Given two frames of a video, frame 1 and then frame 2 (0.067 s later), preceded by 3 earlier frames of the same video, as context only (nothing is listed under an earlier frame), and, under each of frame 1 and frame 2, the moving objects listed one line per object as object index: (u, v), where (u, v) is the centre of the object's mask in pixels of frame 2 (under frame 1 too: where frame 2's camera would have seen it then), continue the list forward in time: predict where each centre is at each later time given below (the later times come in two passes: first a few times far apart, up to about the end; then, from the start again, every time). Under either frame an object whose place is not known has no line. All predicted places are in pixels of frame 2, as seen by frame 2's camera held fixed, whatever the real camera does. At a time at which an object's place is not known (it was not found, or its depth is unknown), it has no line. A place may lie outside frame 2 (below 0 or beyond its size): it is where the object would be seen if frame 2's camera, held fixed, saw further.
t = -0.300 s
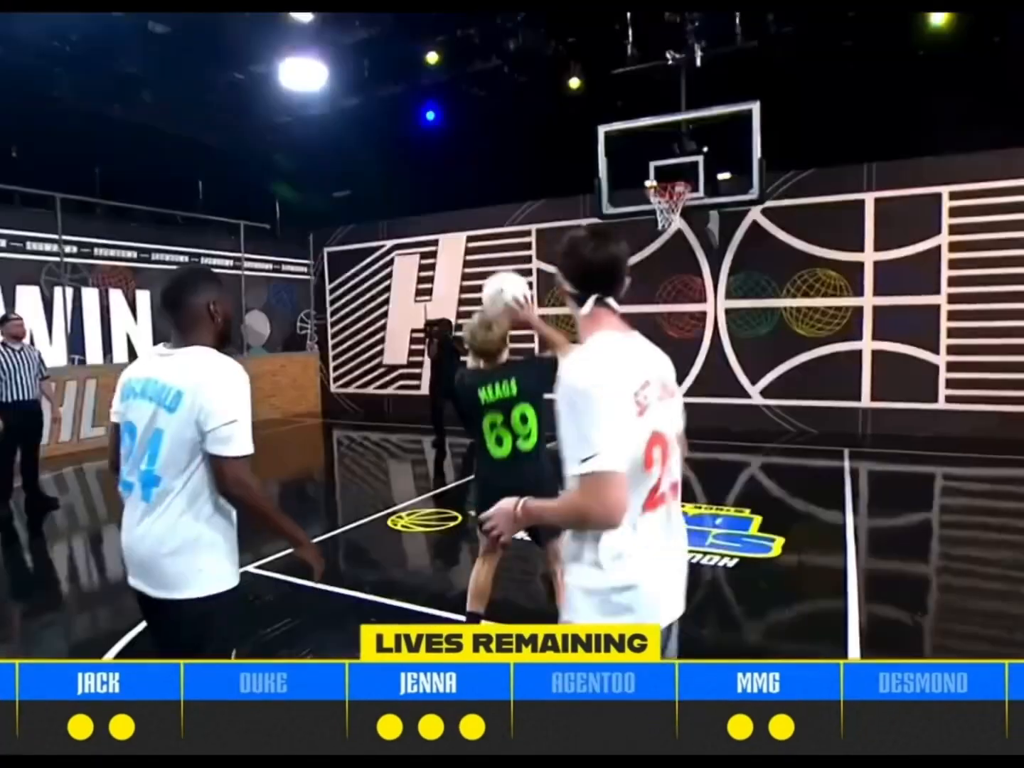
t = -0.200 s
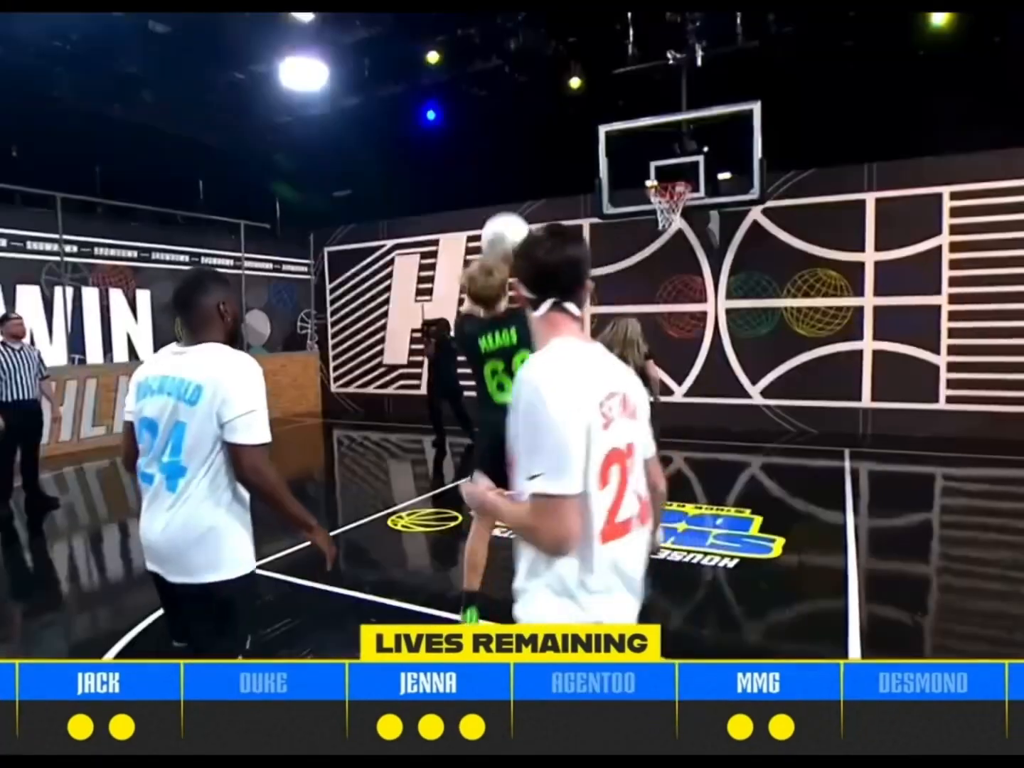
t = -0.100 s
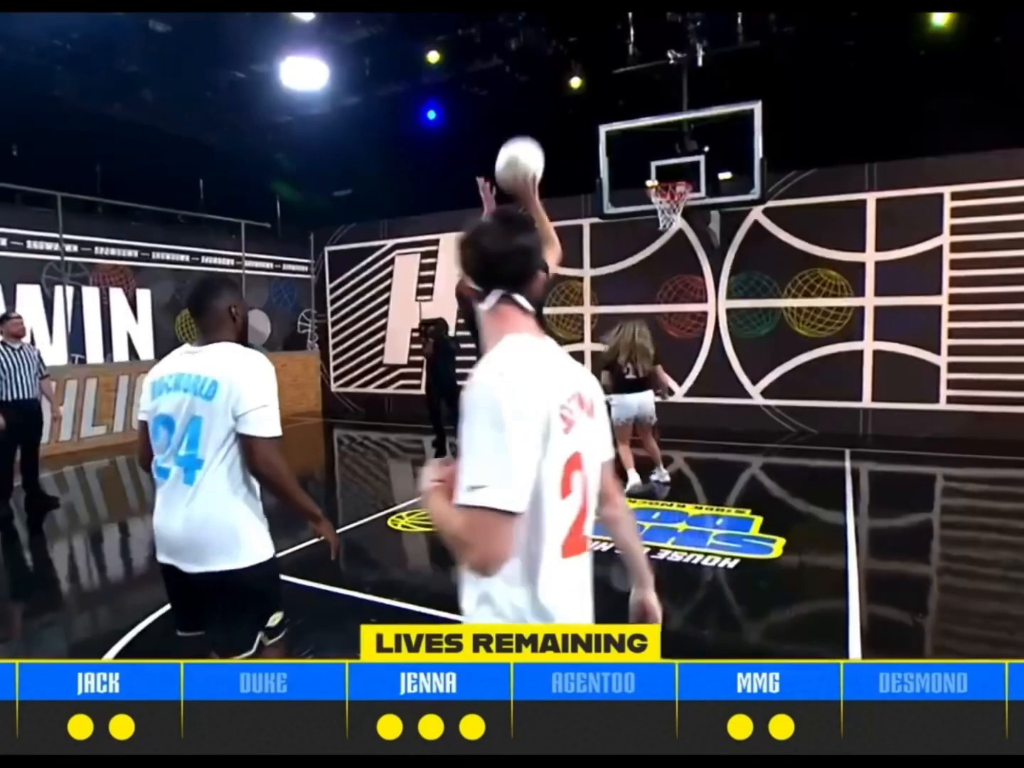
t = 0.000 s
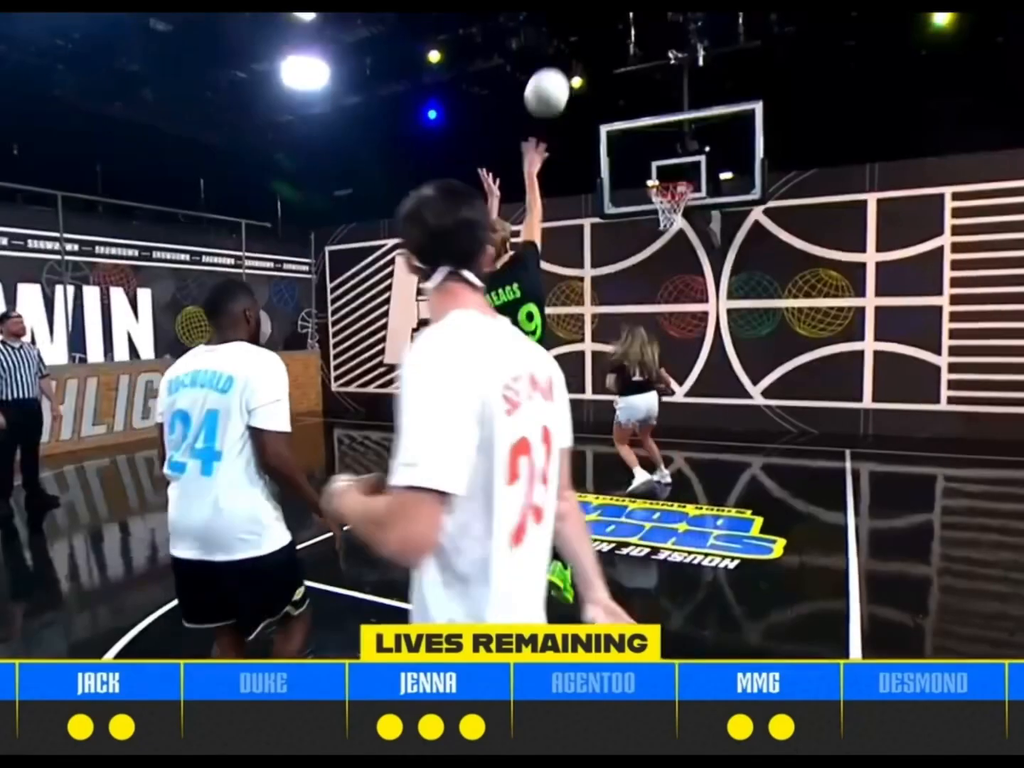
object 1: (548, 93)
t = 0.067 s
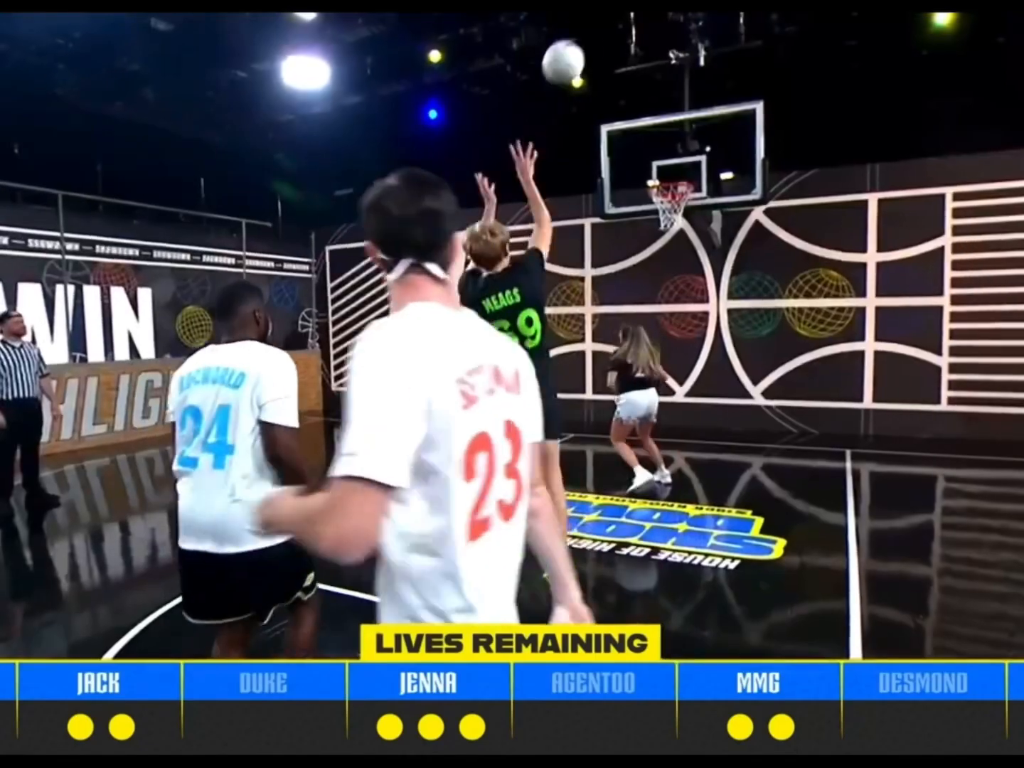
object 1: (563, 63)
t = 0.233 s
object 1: (594, 31)
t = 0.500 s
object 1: (629, 63)
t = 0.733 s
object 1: (650, 140)
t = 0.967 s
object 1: (655, 157)
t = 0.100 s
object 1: (570, 52)
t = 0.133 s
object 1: (577, 44)
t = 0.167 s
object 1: (583, 38)
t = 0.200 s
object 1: (589, 33)
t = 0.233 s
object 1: (594, 31)
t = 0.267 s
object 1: (600, 30)
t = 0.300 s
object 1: (605, 31)
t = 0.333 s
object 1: (609, 34)
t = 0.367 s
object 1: (614, 38)
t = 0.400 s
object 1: (618, 42)
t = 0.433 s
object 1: (621, 48)
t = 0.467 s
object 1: (625, 55)
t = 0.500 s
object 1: (629, 63)
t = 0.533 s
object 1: (632, 71)
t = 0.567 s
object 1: (636, 81)
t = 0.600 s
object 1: (639, 91)
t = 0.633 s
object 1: (642, 102)
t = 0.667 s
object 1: (645, 114)
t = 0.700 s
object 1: (648, 127)
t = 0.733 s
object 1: (650, 140)
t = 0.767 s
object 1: (653, 153)
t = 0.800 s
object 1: (655, 167)
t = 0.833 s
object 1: (657, 177)
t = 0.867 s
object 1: (657, 171)
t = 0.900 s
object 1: (656, 166)
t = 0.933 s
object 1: (655, 161)
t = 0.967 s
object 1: (655, 157)
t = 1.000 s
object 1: (654, 155)
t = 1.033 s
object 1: (654, 153)
